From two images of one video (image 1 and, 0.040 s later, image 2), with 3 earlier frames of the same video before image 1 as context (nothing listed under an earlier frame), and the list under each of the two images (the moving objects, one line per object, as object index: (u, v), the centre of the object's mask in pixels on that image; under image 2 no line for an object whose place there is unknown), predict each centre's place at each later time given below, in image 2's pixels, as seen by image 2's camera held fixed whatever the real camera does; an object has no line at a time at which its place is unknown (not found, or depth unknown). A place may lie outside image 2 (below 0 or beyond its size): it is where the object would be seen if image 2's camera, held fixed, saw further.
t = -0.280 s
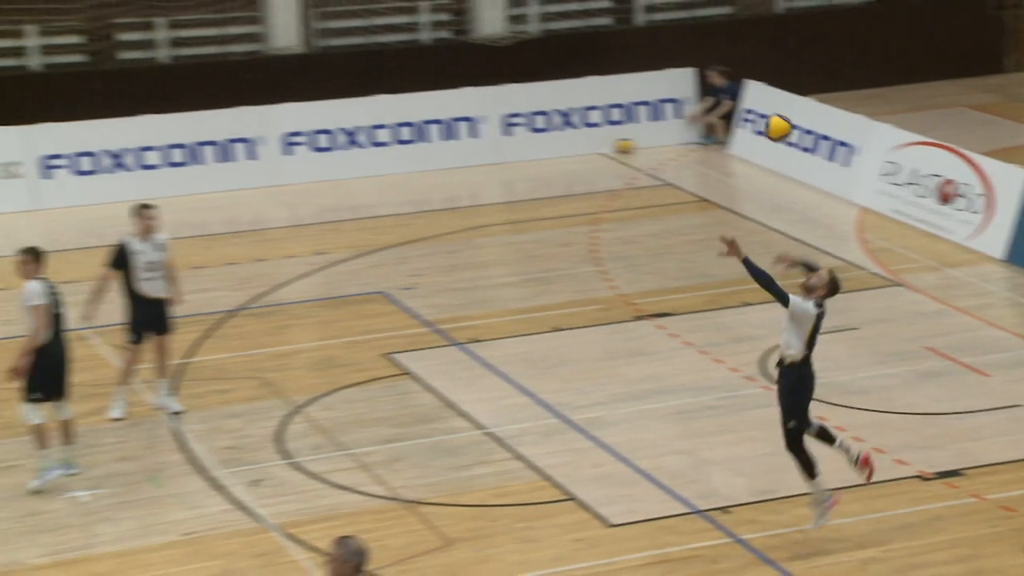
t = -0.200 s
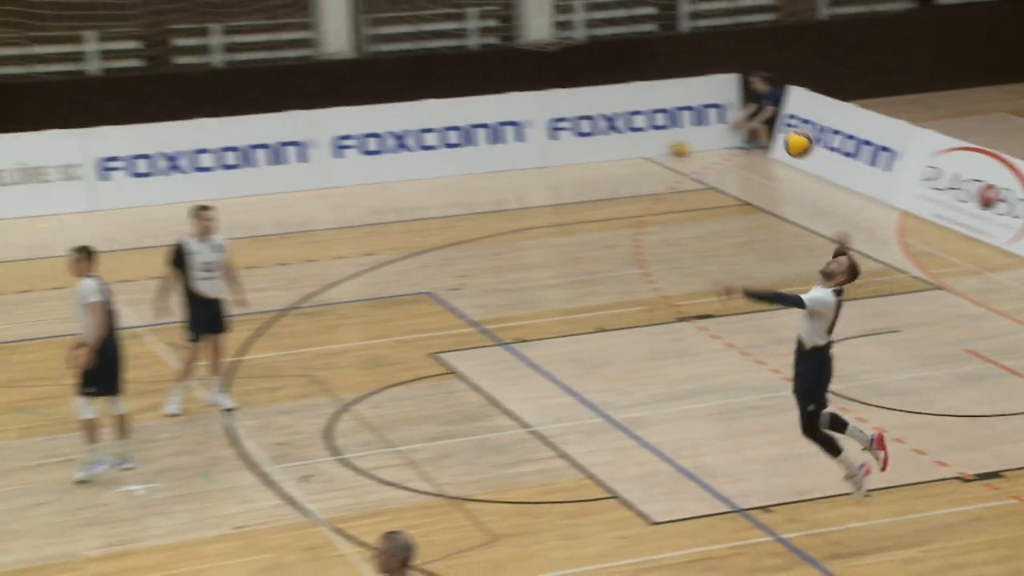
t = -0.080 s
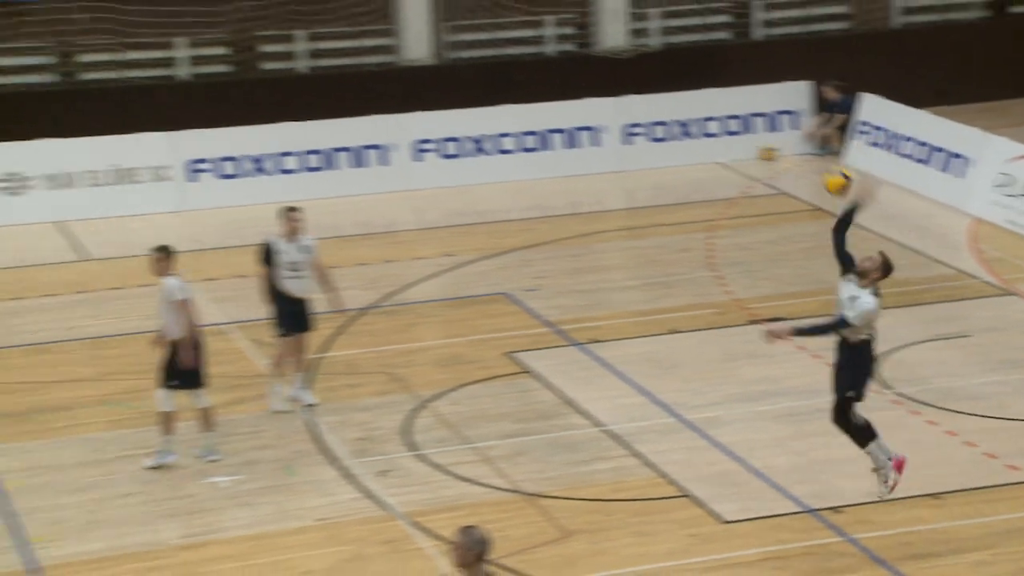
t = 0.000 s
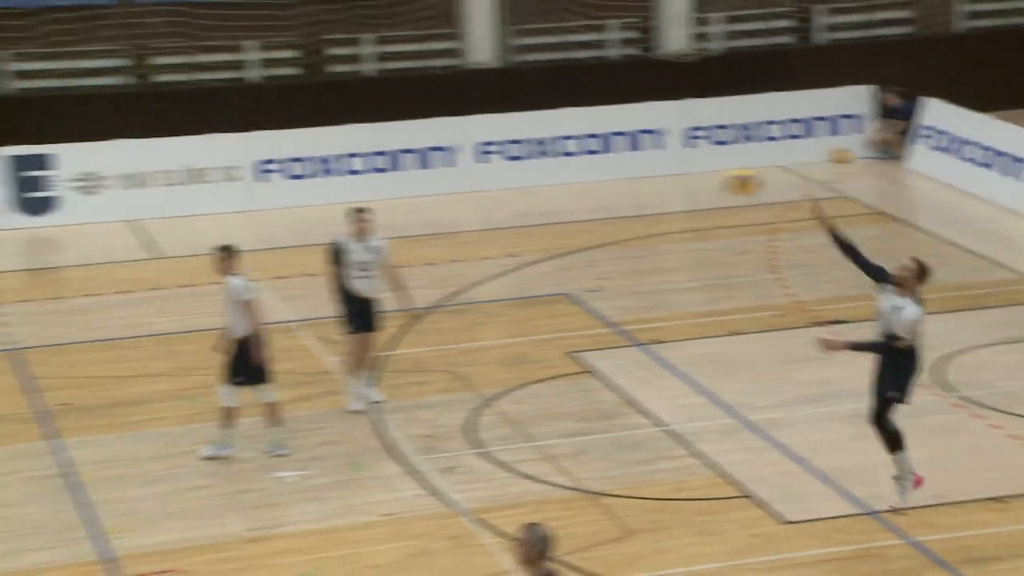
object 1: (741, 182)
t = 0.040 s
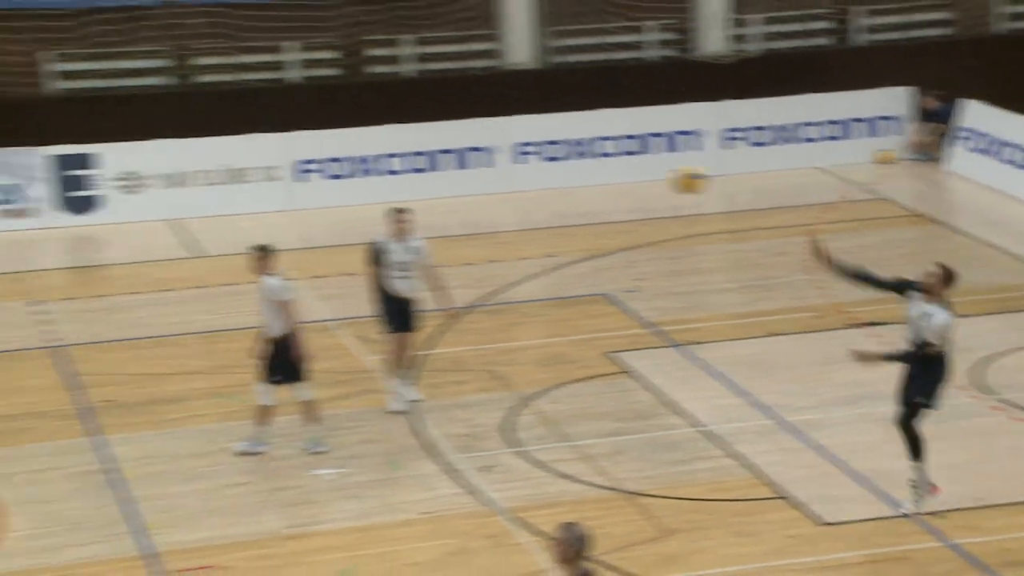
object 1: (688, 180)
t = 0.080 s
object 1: (597, 179)
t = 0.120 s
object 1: (508, 179)
